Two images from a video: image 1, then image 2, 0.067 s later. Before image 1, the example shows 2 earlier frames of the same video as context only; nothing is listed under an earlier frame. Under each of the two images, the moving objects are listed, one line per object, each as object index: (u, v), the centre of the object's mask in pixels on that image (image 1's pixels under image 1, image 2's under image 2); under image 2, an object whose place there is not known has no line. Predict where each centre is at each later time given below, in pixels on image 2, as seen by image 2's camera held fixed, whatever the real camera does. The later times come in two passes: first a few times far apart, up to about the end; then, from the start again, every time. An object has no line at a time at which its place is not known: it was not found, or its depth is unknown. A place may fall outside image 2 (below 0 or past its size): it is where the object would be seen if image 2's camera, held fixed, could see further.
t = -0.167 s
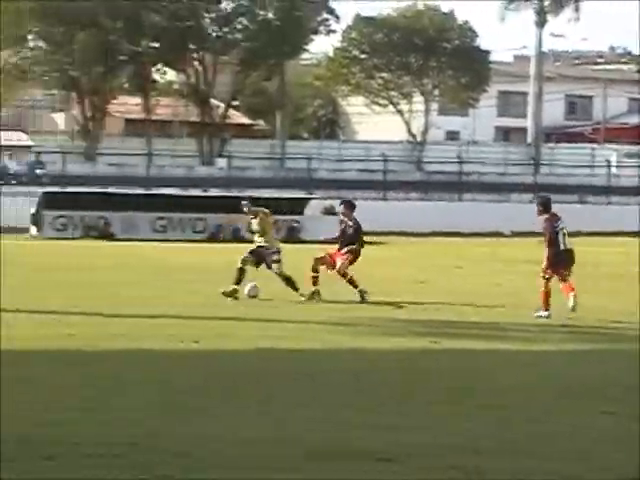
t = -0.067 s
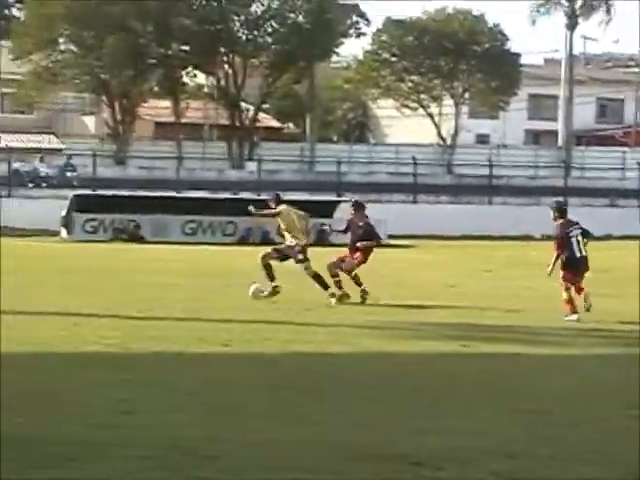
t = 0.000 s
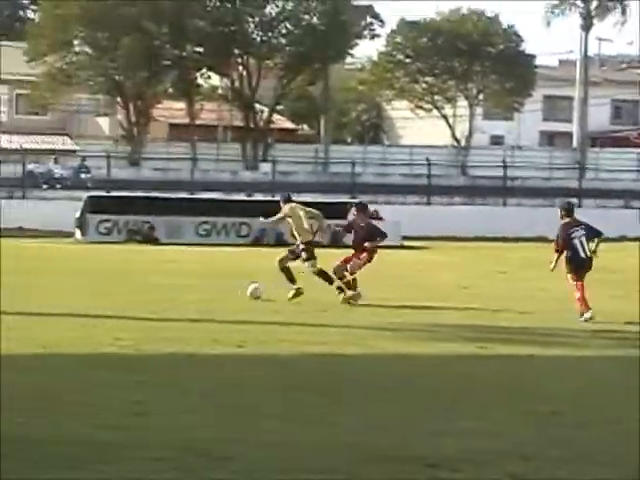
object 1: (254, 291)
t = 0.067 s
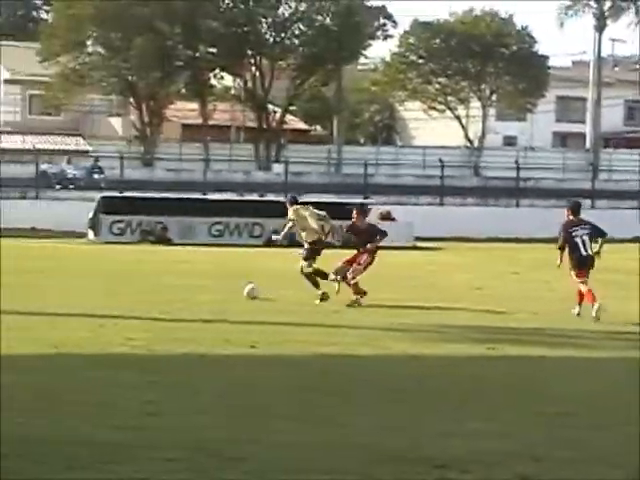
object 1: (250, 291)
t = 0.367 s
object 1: (186, 286)
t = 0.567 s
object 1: (145, 282)
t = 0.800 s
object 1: (101, 278)
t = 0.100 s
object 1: (243, 289)
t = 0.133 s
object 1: (236, 287)
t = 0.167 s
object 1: (229, 286)
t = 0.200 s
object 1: (221, 286)
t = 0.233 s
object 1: (214, 287)
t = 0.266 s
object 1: (206, 288)
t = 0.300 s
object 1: (200, 289)
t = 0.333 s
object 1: (192, 288)
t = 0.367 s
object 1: (186, 286)
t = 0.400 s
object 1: (179, 285)
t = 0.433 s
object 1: (172, 285)
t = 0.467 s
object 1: (165, 285)
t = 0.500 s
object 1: (159, 283)
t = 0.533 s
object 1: (152, 283)
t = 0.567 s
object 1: (145, 282)
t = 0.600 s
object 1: (138, 282)
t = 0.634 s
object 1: (132, 281)
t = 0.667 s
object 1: (126, 281)
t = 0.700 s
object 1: (118, 280)
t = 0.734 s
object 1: (113, 278)
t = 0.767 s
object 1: (107, 278)
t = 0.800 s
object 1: (101, 278)
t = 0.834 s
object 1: (94, 278)
